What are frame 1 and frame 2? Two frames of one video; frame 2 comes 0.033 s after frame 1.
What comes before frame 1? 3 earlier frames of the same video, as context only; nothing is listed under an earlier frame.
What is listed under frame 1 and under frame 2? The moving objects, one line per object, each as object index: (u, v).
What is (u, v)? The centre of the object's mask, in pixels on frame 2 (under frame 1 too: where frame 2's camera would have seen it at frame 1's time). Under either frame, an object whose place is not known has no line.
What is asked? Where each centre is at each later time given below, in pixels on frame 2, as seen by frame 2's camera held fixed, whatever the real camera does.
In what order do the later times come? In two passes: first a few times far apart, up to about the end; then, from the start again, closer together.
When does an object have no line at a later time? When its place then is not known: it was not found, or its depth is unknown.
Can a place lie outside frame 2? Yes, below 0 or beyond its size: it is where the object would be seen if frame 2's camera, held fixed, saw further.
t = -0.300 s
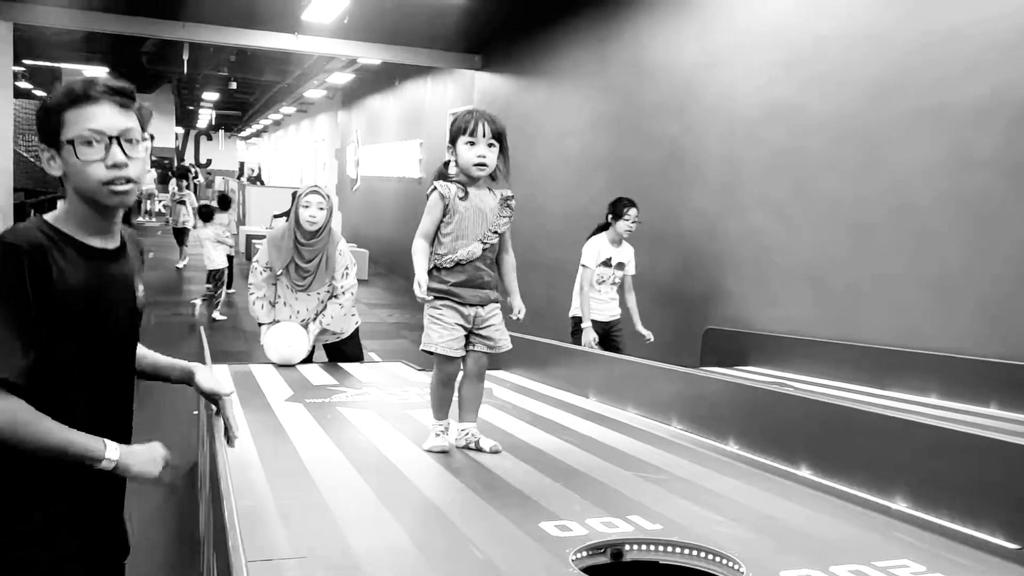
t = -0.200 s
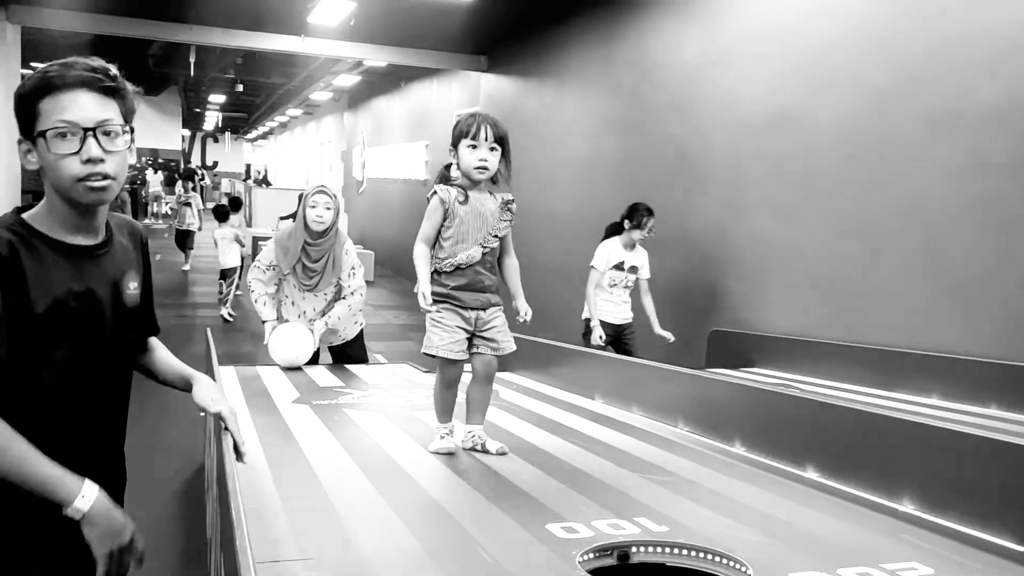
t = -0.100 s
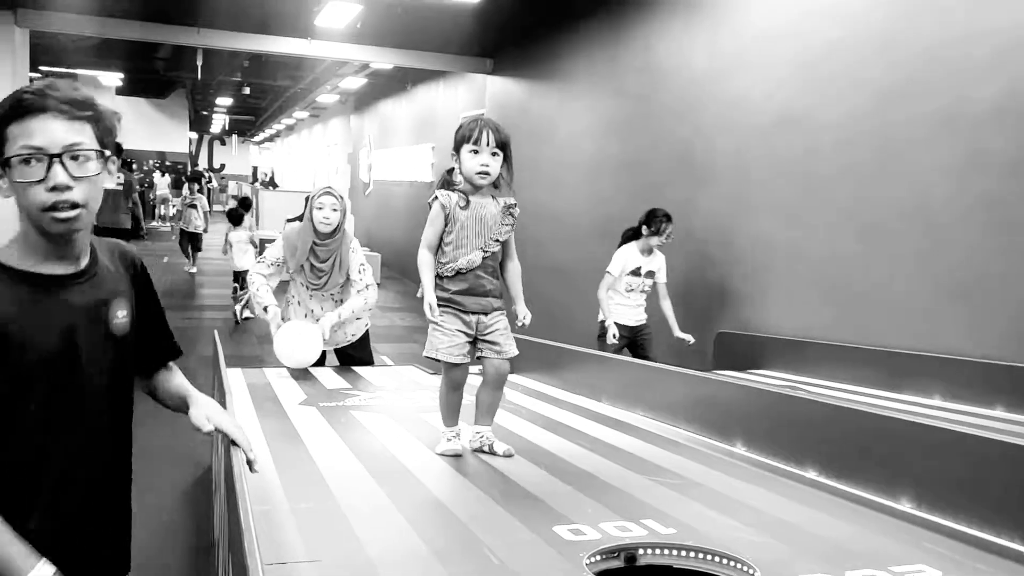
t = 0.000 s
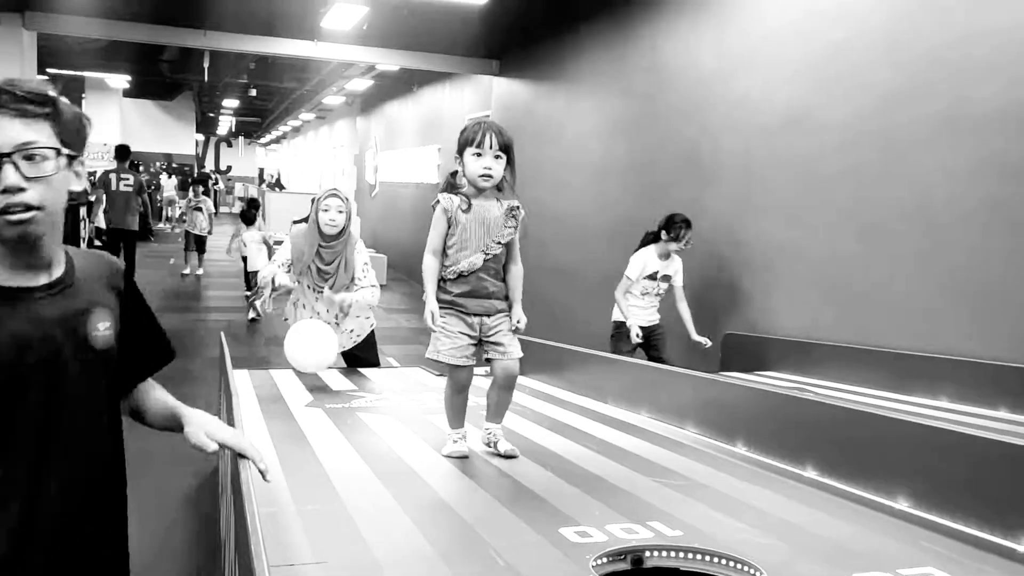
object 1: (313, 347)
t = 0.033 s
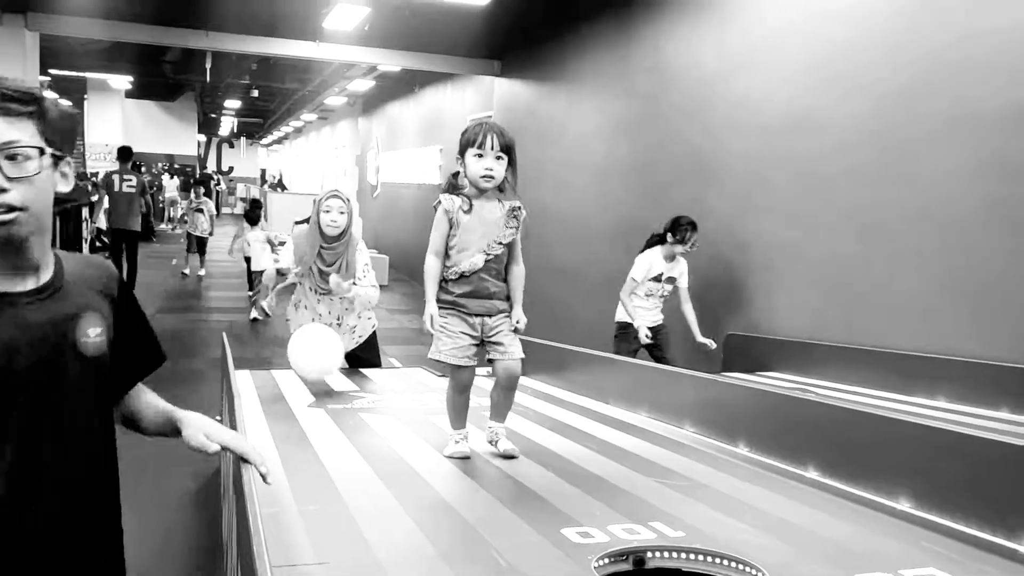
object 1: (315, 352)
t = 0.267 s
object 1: (338, 376)
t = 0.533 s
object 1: (377, 413)
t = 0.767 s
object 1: (428, 451)
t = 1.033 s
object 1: (526, 514)
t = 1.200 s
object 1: (622, 542)
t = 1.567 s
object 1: (521, 521)
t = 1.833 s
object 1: (449, 530)
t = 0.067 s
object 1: (318, 359)
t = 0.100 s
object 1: (322, 372)
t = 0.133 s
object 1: (325, 377)
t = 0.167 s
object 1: (328, 373)
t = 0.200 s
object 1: (331, 371)
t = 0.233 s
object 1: (335, 372)
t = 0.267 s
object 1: (338, 376)
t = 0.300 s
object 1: (342, 383)
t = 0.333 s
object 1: (344, 395)
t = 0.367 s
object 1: (349, 394)
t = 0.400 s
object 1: (354, 394)
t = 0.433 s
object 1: (360, 396)
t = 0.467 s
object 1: (365, 402)
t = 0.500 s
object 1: (371, 412)
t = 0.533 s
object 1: (377, 413)
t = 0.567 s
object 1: (383, 415)
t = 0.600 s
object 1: (389, 419)
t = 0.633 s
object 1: (395, 428)
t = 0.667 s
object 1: (402, 432)
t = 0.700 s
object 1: (411, 437)
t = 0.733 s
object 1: (419, 445)
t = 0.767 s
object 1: (428, 451)
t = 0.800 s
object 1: (438, 455)
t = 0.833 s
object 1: (448, 465)
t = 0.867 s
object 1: (459, 471)
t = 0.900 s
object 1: (471, 480)
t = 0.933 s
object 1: (483, 489)
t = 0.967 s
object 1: (496, 497)
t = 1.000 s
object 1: (510, 506)
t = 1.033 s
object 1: (526, 514)
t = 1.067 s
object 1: (541, 520)
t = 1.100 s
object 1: (559, 524)
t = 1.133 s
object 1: (578, 530)
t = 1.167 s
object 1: (600, 534)
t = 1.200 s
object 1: (622, 542)
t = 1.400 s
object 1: (607, 508)
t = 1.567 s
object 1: (521, 521)
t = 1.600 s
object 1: (506, 533)
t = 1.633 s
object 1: (498, 529)
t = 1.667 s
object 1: (488, 520)
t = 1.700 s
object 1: (481, 513)
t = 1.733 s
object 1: (474, 512)
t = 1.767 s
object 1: (466, 514)
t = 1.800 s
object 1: (458, 521)
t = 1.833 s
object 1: (449, 530)
